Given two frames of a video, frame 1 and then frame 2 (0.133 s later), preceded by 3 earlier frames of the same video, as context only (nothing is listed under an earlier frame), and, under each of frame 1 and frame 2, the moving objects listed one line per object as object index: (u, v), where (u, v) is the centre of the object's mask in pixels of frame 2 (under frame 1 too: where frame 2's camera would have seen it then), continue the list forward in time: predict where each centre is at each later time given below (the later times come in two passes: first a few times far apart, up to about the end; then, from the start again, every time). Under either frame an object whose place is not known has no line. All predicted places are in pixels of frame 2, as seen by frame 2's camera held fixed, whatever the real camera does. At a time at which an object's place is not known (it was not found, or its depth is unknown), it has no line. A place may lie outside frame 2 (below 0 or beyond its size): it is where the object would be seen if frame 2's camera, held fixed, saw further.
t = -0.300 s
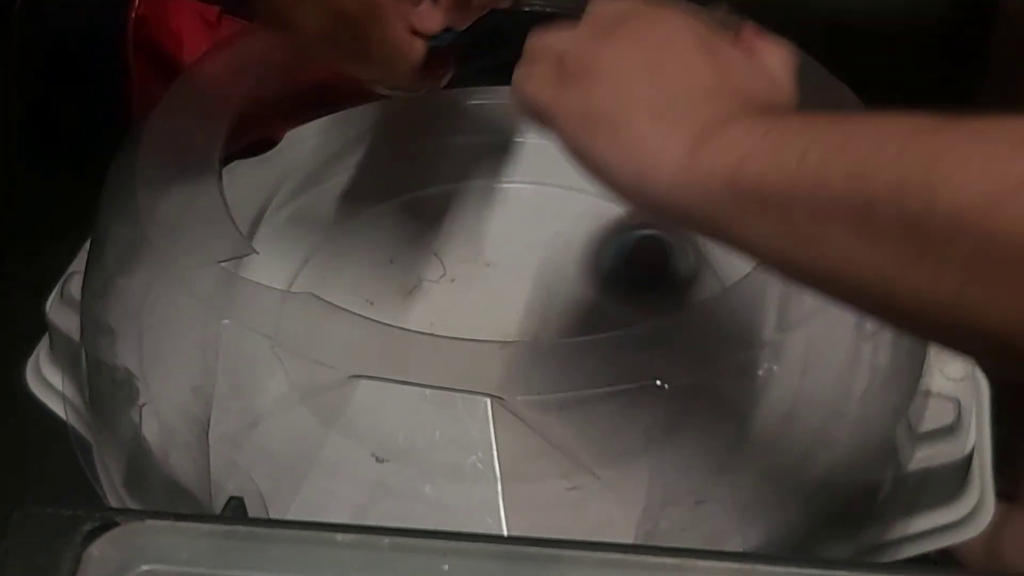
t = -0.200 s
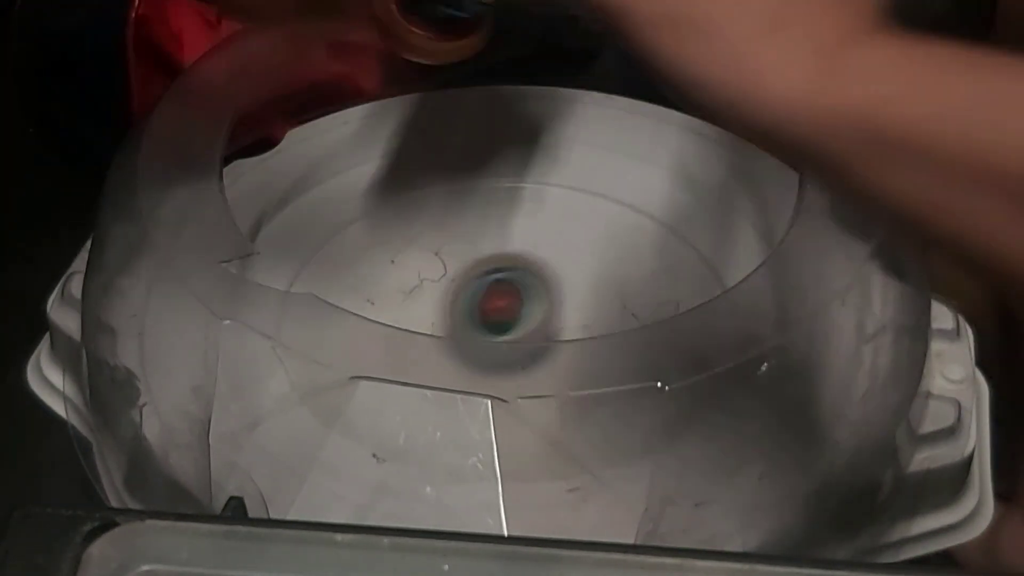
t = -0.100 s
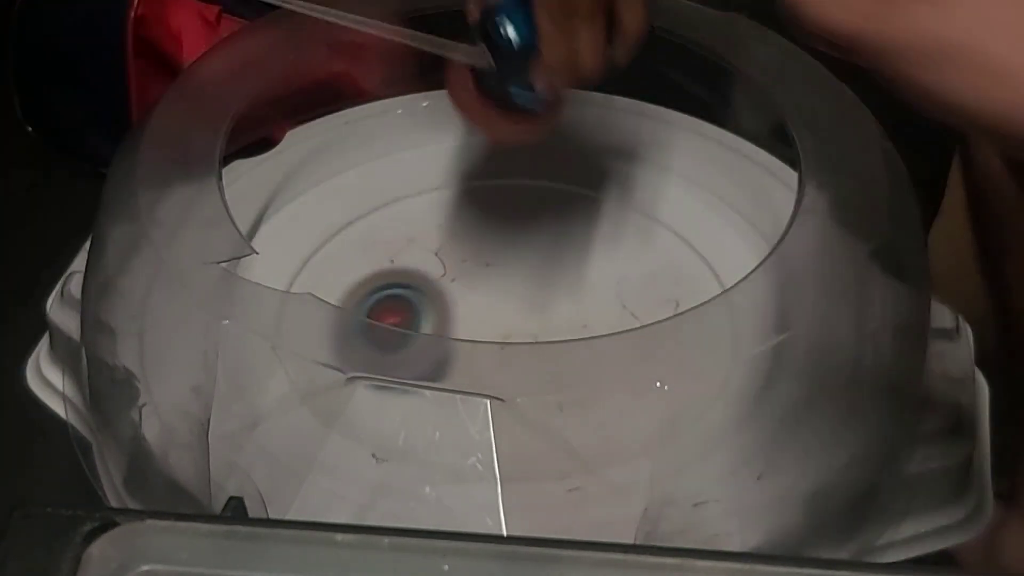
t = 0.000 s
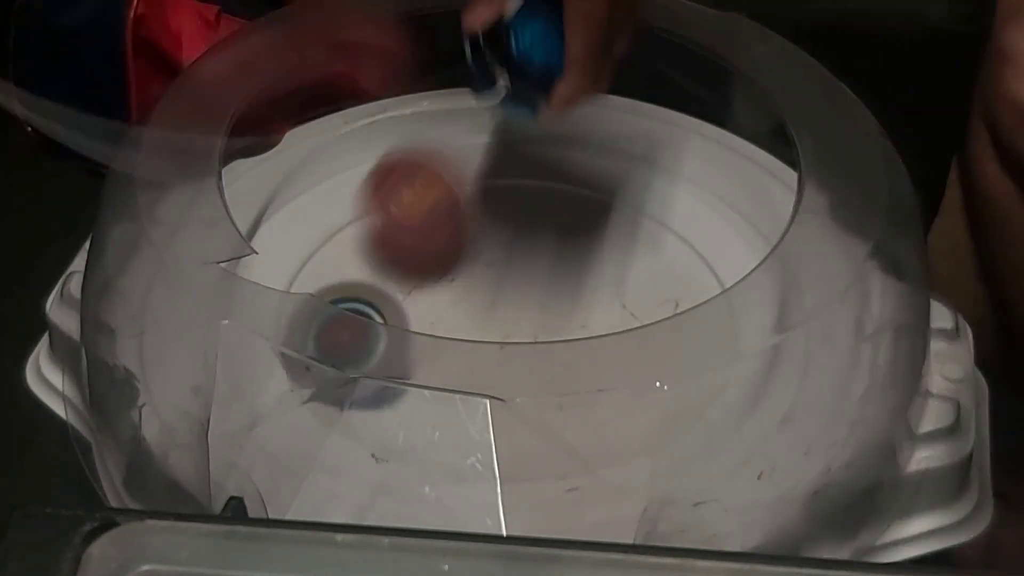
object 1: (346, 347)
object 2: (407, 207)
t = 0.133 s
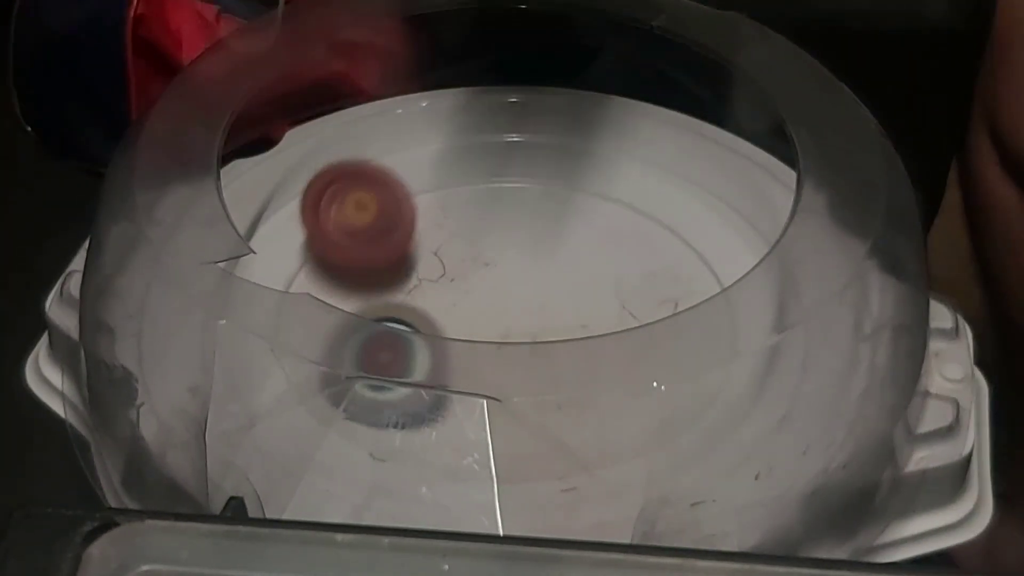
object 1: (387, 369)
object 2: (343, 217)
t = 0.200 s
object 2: (349, 257)
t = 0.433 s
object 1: (730, 243)
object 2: (619, 302)
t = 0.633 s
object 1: (764, 179)
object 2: (703, 269)
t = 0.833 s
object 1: (722, 138)
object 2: (594, 312)
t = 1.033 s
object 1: (742, 162)
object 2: (440, 266)
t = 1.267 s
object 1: (849, 245)
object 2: (361, 151)
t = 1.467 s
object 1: (860, 343)
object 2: (399, 138)
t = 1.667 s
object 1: (837, 395)
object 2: (494, 118)
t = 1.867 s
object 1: (834, 400)
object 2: (574, 125)
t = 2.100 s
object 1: (846, 375)
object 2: (619, 135)
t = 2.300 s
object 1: (843, 354)
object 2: (623, 136)
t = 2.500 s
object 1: (840, 326)
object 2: (608, 133)
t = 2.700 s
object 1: (805, 305)
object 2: (588, 127)
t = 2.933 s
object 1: (660, 293)
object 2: (575, 124)
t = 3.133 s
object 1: (422, 273)
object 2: (590, 128)
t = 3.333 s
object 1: (295, 361)
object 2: (624, 141)
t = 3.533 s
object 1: (443, 482)
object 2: (626, 156)
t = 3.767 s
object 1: (701, 449)
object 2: (588, 224)
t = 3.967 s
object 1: (766, 376)
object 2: (414, 339)
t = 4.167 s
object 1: (707, 302)
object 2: (520, 433)
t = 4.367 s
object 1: (463, 209)
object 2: (703, 263)
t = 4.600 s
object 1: (215, 323)
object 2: (560, 109)
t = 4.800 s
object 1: (322, 448)
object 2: (383, 125)
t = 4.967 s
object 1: (472, 484)
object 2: (293, 212)
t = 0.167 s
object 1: (414, 371)
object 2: (336, 245)
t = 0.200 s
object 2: (349, 257)
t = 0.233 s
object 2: (367, 271)
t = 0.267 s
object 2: (392, 287)
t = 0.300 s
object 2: (434, 301)
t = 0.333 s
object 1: (605, 314)
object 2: (482, 311)
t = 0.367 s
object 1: (647, 290)
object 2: (539, 313)
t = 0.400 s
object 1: (691, 268)
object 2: (580, 310)
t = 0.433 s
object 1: (730, 243)
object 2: (619, 302)
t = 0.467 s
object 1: (750, 224)
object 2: (653, 291)
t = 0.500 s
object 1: (769, 210)
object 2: (678, 279)
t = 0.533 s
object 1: (781, 197)
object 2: (699, 264)
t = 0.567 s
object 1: (775, 189)
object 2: (715, 259)
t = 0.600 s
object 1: (774, 184)
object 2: (712, 264)
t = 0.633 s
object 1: (764, 179)
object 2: (703, 269)
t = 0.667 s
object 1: (755, 171)
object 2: (692, 277)
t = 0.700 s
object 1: (747, 162)
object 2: (678, 285)
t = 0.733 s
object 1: (740, 153)
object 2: (665, 291)
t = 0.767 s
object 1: (732, 147)
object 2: (645, 301)
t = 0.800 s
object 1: (727, 140)
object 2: (625, 306)
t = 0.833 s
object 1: (722, 138)
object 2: (594, 312)
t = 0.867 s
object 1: (717, 141)
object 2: (563, 315)
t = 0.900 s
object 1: (716, 142)
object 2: (532, 314)
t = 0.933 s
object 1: (718, 144)
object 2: (504, 309)
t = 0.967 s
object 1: (723, 151)
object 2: (479, 301)
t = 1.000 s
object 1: (731, 156)
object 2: (457, 288)
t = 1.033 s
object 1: (742, 162)
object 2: (440, 266)
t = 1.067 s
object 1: (750, 170)
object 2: (425, 241)
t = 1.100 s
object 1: (762, 174)
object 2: (411, 218)
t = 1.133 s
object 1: (802, 181)
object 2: (394, 191)
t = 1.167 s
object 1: (811, 198)
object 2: (384, 169)
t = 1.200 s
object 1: (822, 211)
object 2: (374, 164)
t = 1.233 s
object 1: (836, 227)
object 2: (365, 159)
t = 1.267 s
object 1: (849, 245)
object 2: (361, 151)
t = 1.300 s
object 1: (853, 264)
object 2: (361, 141)
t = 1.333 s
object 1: (857, 281)
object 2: (365, 137)
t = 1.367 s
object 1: (859, 297)
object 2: (371, 142)
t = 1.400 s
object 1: (858, 314)
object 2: (379, 144)
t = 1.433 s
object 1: (862, 341)
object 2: (388, 142)
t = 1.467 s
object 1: (860, 343)
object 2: (399, 138)
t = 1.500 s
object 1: (857, 357)
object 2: (411, 130)
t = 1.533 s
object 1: (852, 368)
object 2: (427, 122)
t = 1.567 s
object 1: (848, 376)
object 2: (444, 123)
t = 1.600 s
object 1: (843, 383)
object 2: (462, 120)
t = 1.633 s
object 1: (839, 389)
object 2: (477, 118)
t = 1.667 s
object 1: (837, 395)
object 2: (494, 118)
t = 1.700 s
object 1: (835, 399)
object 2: (510, 118)
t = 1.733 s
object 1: (833, 400)
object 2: (524, 119)
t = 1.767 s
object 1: (833, 402)
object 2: (538, 118)
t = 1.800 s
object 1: (833, 402)
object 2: (551, 121)
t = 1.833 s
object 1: (833, 401)
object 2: (563, 122)
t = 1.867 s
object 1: (834, 400)
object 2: (574, 125)
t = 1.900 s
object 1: (835, 397)
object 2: (584, 126)
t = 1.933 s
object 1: (837, 394)
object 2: (592, 128)
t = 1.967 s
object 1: (838, 390)
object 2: (599, 130)
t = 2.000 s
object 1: (841, 386)
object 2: (607, 131)
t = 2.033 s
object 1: (842, 383)
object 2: (610, 134)
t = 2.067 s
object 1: (845, 378)
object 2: (616, 135)
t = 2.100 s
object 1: (846, 375)
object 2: (619, 135)
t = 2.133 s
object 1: (848, 371)
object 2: (620, 137)
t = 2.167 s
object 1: (850, 369)
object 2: (623, 138)
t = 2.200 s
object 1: (852, 364)
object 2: (623, 137)
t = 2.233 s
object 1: (843, 361)
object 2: (623, 138)
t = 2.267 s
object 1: (842, 358)
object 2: (623, 137)
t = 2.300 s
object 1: (843, 354)
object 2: (623, 136)
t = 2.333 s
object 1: (844, 352)
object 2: (620, 137)
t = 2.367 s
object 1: (844, 349)
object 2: (619, 136)
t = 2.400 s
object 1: (845, 342)
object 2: (617, 135)
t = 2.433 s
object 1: (844, 335)
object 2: (615, 135)
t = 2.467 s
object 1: (843, 330)
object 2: (612, 133)
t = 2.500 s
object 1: (840, 326)
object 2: (608, 133)
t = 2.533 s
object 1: (839, 322)
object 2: (604, 131)
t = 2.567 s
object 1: (838, 319)
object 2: (602, 130)
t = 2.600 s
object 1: (834, 316)
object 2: (597, 130)
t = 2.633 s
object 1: (827, 313)
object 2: (594, 128)
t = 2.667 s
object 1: (818, 310)
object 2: (590, 127)
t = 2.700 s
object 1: (805, 305)
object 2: (588, 127)
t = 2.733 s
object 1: (788, 303)
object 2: (586, 126)
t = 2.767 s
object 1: (772, 300)
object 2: (583, 125)
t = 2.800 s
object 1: (754, 301)
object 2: (580, 126)
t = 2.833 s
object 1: (736, 303)
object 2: (578, 125)
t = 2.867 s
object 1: (719, 308)
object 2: (578, 124)
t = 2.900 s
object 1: (697, 312)
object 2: (576, 124)
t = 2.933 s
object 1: (660, 293)
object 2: (575, 124)
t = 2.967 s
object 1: (635, 311)
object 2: (576, 124)
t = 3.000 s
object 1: (599, 296)
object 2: (578, 124)
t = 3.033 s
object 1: (559, 290)
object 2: (579, 125)
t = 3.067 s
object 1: (512, 281)
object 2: (581, 126)
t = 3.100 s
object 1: (466, 276)
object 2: (584, 127)
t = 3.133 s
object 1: (422, 273)
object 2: (590, 128)
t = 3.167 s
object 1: (381, 275)
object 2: (594, 129)
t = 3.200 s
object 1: (341, 286)
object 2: (601, 131)
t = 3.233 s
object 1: (309, 301)
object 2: (607, 133)
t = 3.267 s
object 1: (287, 317)
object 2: (613, 135)
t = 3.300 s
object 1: (284, 331)
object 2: (619, 138)
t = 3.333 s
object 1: (295, 361)
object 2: (624, 141)
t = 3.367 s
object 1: (314, 385)
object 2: (628, 143)
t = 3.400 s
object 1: (335, 411)
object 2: (630, 146)
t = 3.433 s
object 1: (353, 438)
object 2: (632, 148)
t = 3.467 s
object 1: (376, 465)
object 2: (629, 150)
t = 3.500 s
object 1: (406, 476)
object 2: (628, 153)
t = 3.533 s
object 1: (443, 482)
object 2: (626, 156)
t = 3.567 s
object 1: (488, 485)
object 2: (624, 160)
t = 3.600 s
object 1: (538, 486)
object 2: (623, 166)
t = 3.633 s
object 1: (582, 484)
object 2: (623, 170)
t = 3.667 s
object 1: (617, 480)
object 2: (622, 177)
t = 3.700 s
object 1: (649, 470)
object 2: (617, 191)
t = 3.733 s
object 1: (678, 460)
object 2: (606, 206)
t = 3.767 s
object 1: (701, 449)
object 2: (588, 224)
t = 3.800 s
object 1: (721, 437)
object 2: (562, 241)
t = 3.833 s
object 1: (736, 427)
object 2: (532, 258)
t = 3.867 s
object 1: (750, 416)
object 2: (497, 275)
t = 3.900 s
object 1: (758, 402)
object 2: (462, 294)
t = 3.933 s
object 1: (764, 388)
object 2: (434, 317)
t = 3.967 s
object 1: (766, 376)
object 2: (414, 339)
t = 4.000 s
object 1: (764, 364)
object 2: (416, 369)
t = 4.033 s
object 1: (759, 351)
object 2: (416, 394)
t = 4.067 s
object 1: (751, 340)
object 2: (416, 425)
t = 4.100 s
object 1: (740, 326)
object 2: (436, 435)
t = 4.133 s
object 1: (726, 313)
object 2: (458, 435)
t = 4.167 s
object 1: (707, 302)
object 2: (520, 433)
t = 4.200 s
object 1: (680, 281)
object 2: (555, 428)
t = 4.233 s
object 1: (652, 269)
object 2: (599, 412)
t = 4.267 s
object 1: (616, 253)
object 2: (626, 392)
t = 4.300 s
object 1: (570, 233)
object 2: (664, 358)
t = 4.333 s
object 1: (518, 218)
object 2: (689, 290)
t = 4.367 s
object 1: (463, 209)
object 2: (703, 263)
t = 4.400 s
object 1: (408, 207)
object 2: (703, 230)
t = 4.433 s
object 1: (355, 212)
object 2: (698, 197)
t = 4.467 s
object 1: (311, 221)
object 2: (690, 167)
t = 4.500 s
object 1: (287, 250)
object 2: (665, 141)
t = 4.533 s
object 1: (247, 277)
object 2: (634, 132)
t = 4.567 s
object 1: (217, 303)
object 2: (598, 118)
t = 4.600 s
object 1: (215, 323)
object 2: (560, 109)
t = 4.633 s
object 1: (227, 354)
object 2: (525, 104)
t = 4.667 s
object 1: (231, 377)
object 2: (493, 102)
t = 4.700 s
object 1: (248, 397)
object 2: (463, 103)
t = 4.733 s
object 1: (272, 415)
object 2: (435, 107)
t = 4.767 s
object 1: (295, 434)
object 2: (408, 114)
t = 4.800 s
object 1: (322, 448)
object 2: (383, 125)
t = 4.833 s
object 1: (352, 464)
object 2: (355, 143)
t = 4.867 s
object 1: (388, 472)
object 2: (331, 162)
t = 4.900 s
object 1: (422, 479)
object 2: (312, 181)
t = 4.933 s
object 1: (455, 483)
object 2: (299, 202)
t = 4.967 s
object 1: (472, 484)
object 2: (293, 212)
